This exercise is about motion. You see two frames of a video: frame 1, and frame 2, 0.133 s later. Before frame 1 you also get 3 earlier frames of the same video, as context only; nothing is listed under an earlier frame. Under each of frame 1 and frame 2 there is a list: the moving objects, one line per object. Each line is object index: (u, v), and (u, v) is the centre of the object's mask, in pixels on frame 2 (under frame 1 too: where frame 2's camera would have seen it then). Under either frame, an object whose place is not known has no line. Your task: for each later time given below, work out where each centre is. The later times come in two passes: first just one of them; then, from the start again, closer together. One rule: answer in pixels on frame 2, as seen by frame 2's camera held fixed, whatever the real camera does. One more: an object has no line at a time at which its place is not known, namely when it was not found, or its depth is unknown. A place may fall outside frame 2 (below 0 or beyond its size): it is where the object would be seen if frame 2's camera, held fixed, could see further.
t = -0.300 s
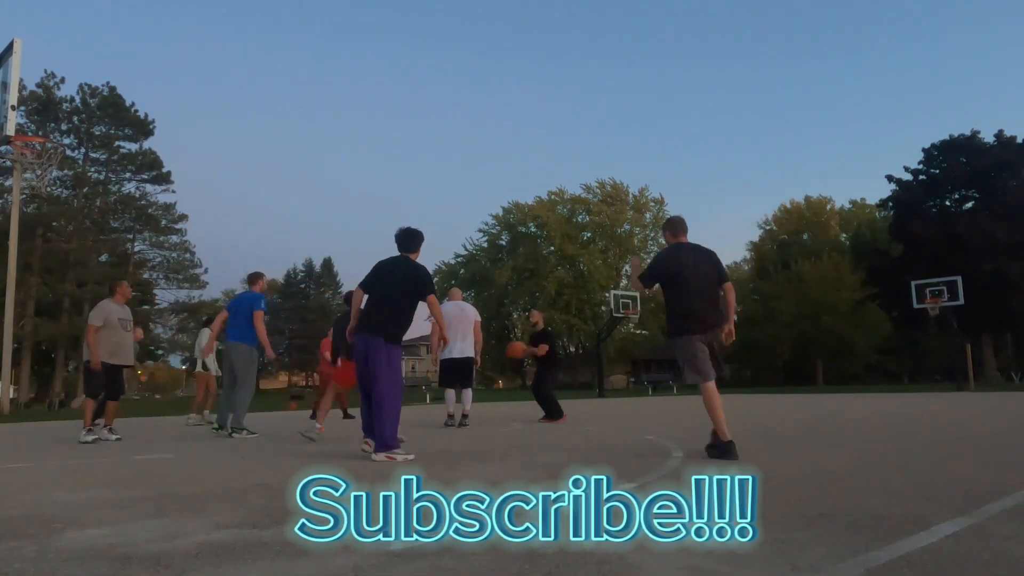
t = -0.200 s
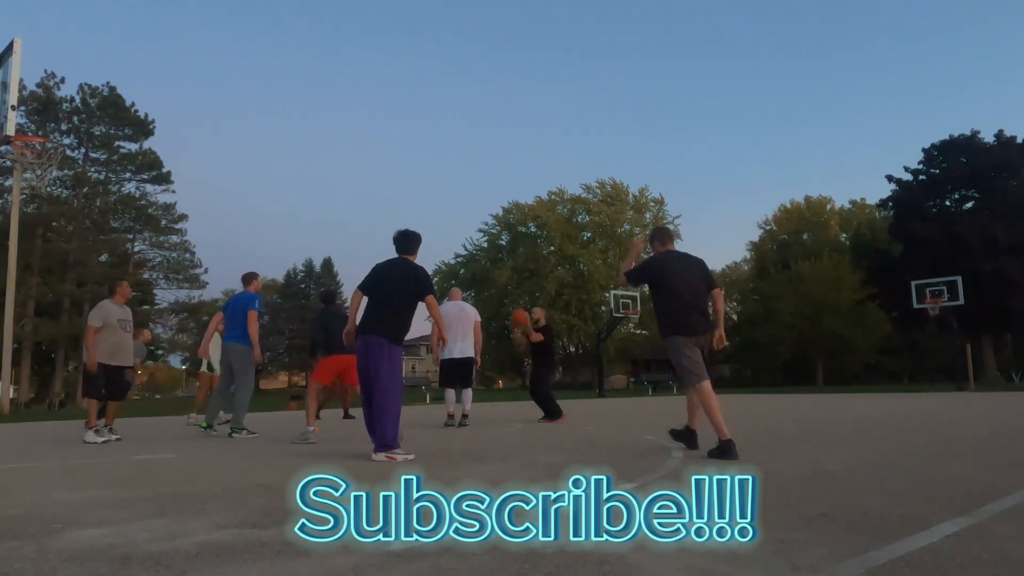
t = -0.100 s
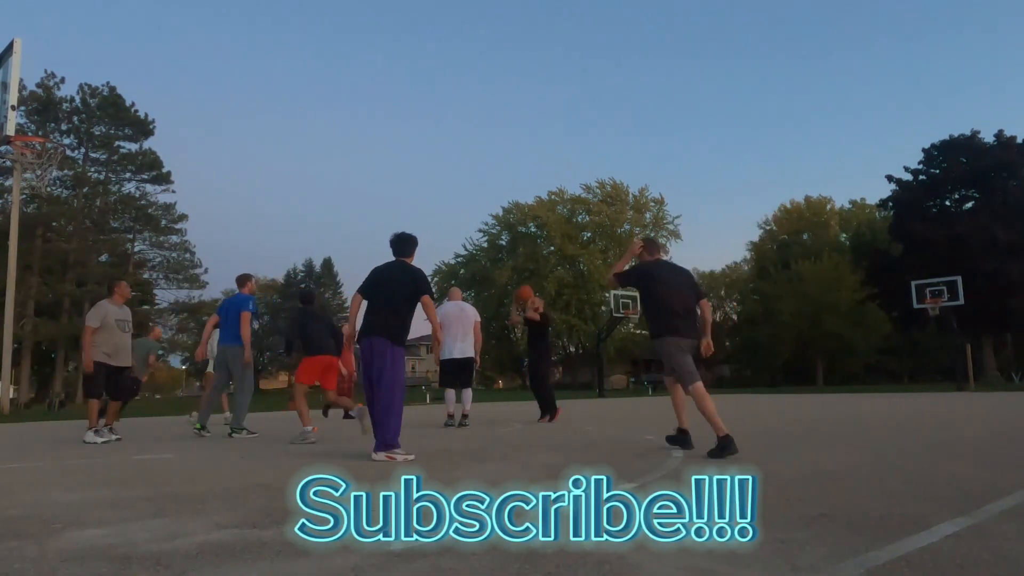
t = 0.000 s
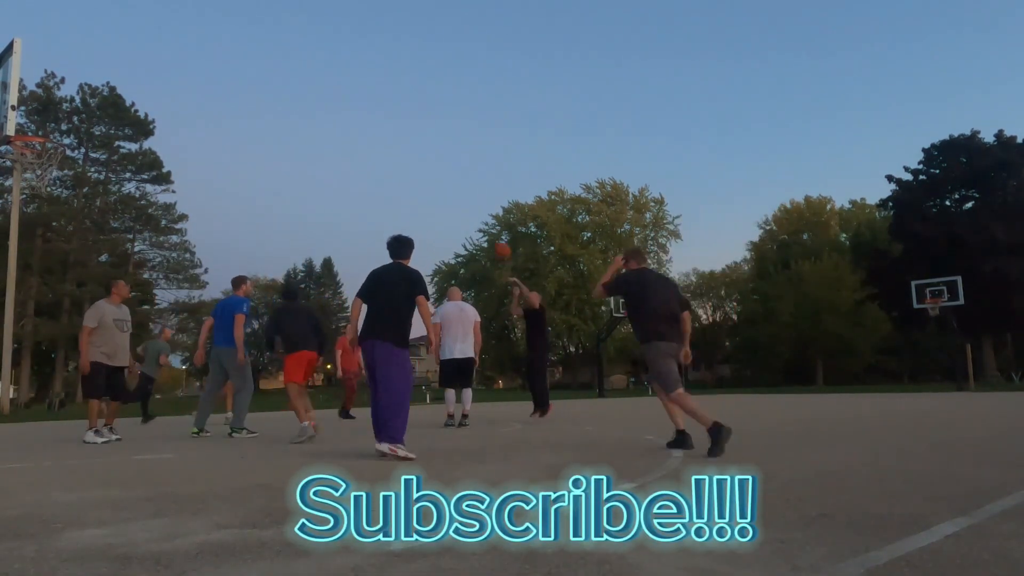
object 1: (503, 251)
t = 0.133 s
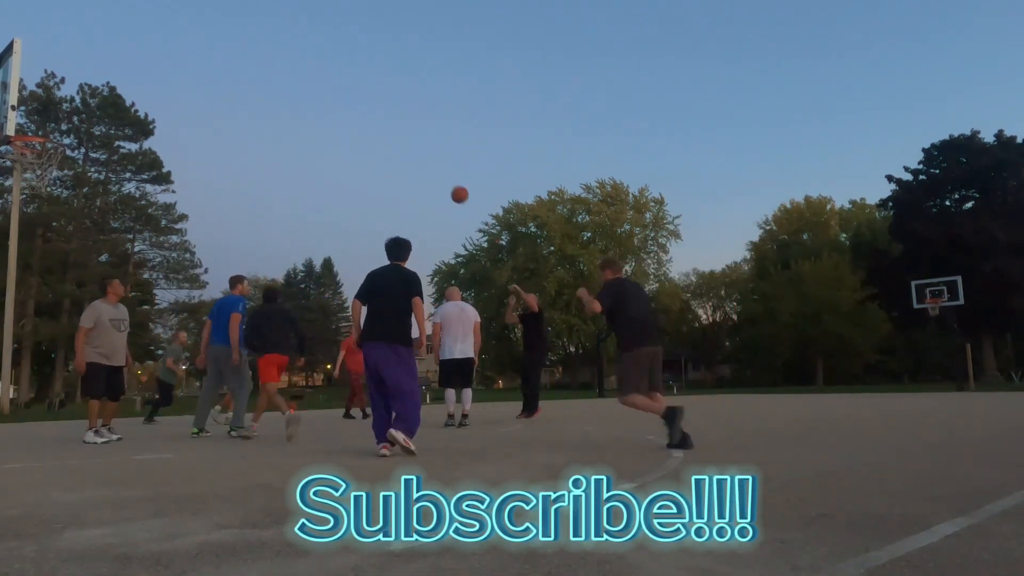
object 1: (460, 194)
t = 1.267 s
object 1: (3, 178)
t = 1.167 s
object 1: (28, 153)
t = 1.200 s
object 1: (12, 164)
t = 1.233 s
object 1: (7, 170)
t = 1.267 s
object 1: (3, 178)
